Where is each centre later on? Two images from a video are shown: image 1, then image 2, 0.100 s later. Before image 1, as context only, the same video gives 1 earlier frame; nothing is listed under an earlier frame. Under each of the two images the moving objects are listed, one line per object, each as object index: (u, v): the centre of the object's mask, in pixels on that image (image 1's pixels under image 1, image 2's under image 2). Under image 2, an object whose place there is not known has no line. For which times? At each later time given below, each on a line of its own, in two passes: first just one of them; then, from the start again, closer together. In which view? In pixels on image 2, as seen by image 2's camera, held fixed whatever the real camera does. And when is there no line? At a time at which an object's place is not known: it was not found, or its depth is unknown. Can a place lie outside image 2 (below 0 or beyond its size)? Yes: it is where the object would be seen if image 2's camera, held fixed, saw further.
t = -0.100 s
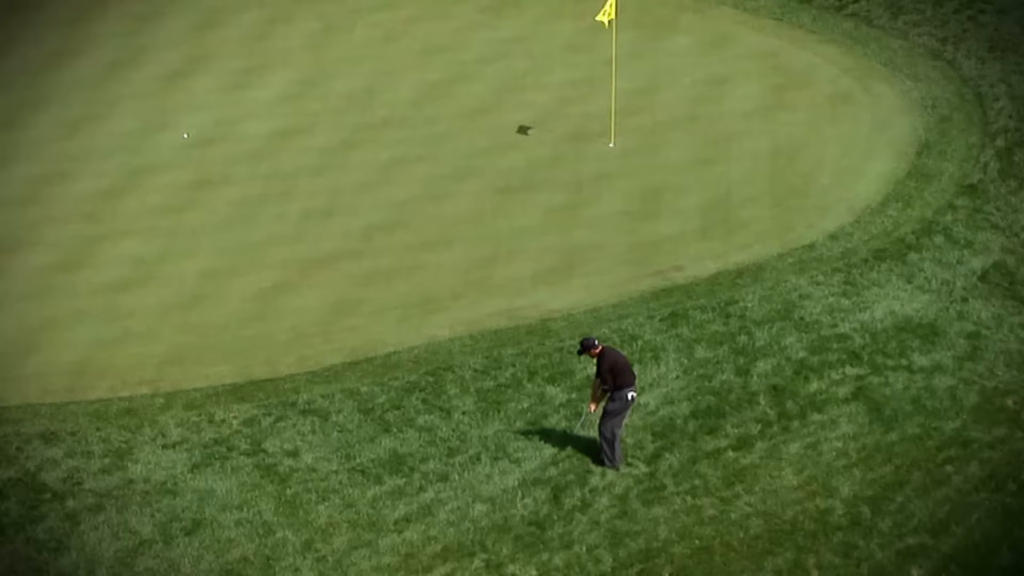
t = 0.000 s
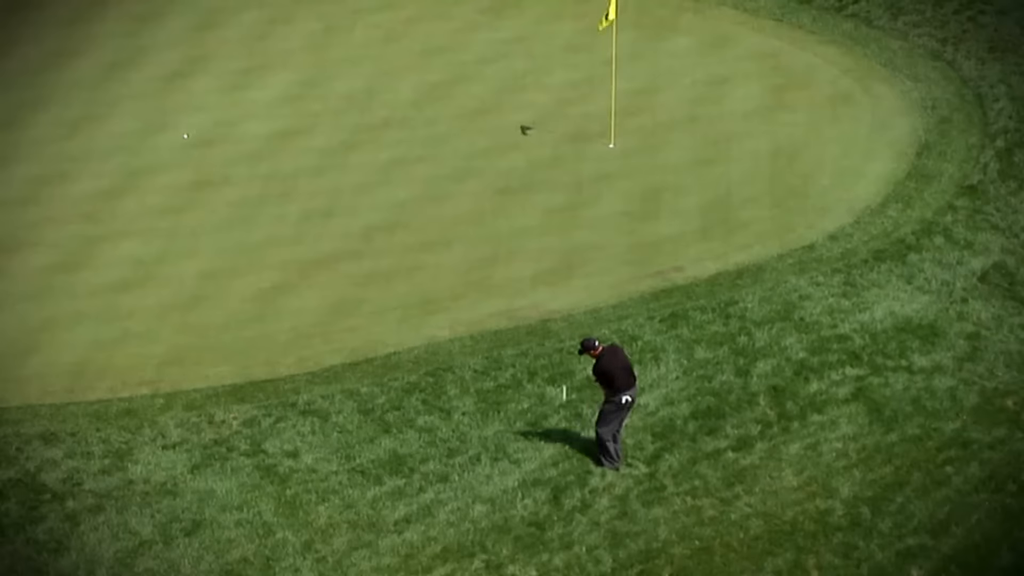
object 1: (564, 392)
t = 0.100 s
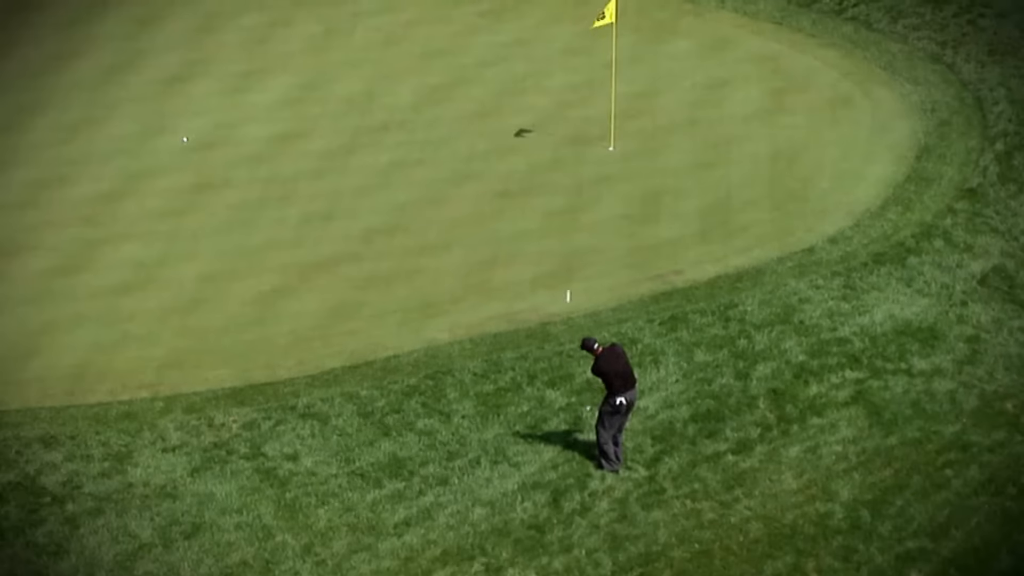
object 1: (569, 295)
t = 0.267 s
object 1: (574, 161)
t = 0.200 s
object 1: (572, 204)
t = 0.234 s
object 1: (573, 178)
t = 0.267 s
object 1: (574, 161)
